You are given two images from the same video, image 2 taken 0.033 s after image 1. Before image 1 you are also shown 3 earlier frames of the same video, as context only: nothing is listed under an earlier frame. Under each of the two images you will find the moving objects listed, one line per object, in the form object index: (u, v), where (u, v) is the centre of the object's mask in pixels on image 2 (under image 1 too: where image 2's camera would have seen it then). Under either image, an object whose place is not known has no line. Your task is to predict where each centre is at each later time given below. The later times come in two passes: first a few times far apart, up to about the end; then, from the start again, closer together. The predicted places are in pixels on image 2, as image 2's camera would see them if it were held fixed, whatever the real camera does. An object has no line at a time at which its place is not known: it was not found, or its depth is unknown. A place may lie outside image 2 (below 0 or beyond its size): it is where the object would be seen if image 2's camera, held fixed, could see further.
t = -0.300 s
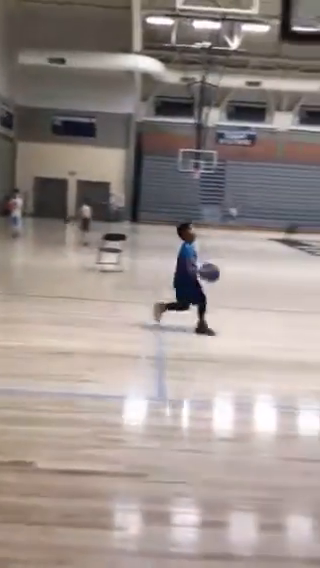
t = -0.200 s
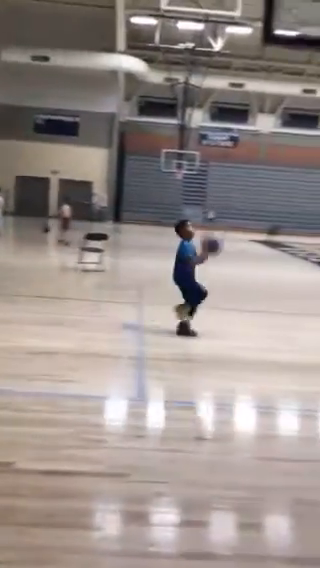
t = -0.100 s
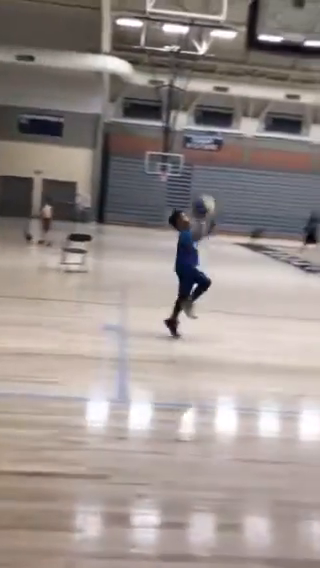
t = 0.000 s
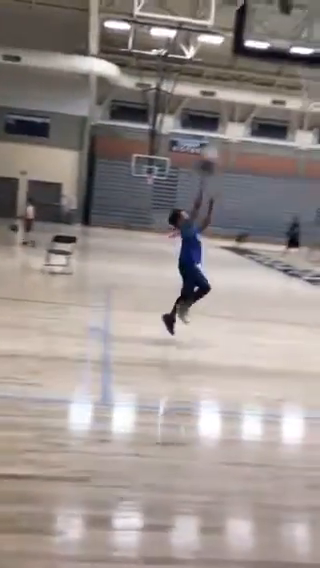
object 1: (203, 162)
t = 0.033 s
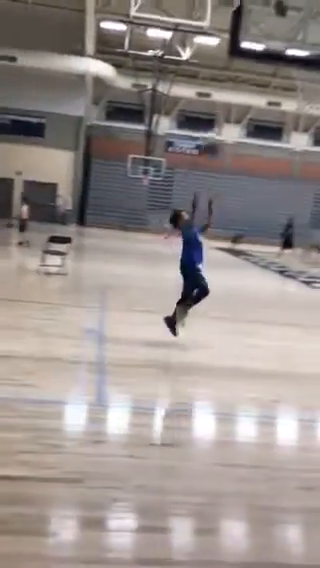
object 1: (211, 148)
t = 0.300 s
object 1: (261, 43)
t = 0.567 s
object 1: (303, 17)
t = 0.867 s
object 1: (310, 95)
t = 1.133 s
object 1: (300, 156)
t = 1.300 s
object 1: (290, 220)
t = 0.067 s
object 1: (216, 125)
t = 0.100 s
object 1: (225, 114)
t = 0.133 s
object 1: (231, 101)
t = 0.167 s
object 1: (238, 86)
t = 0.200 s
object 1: (243, 73)
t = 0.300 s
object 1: (261, 43)
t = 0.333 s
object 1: (267, 34)
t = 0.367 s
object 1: (274, 27)
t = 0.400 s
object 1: (280, 23)
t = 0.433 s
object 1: (287, 16)
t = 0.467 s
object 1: (293, 15)
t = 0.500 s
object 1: (300, 12)
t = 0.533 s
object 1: (300, 13)
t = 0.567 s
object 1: (303, 17)
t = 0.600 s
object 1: (304, 23)
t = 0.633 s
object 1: (310, 26)
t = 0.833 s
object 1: (311, 85)
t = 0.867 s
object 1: (310, 95)
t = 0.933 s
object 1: (308, 108)
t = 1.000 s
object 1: (305, 121)
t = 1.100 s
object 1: (304, 139)
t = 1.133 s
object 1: (300, 156)
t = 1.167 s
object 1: (297, 169)
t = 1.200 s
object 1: (296, 181)
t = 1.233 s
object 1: (296, 192)
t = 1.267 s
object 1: (293, 205)
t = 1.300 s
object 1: (290, 220)
